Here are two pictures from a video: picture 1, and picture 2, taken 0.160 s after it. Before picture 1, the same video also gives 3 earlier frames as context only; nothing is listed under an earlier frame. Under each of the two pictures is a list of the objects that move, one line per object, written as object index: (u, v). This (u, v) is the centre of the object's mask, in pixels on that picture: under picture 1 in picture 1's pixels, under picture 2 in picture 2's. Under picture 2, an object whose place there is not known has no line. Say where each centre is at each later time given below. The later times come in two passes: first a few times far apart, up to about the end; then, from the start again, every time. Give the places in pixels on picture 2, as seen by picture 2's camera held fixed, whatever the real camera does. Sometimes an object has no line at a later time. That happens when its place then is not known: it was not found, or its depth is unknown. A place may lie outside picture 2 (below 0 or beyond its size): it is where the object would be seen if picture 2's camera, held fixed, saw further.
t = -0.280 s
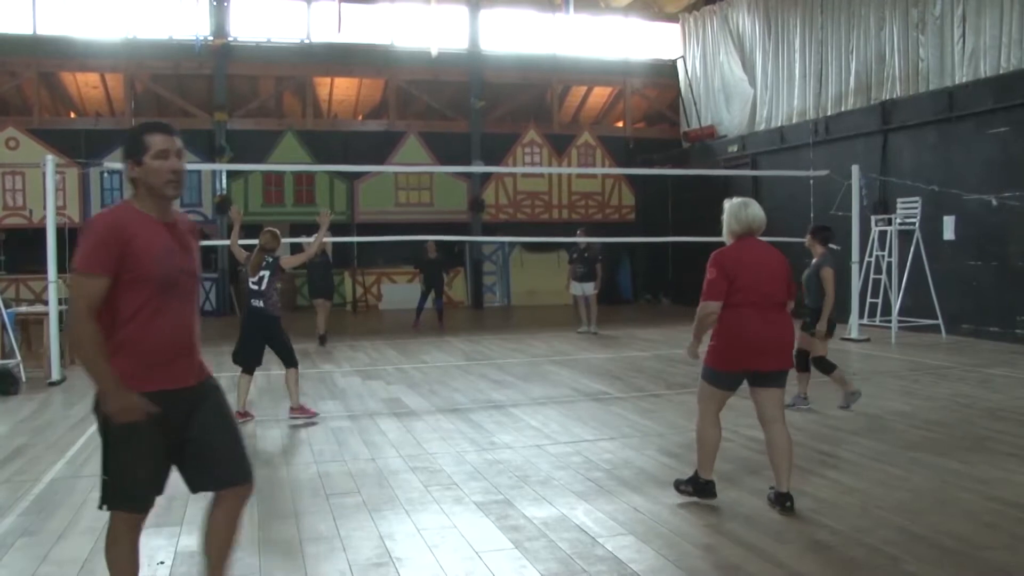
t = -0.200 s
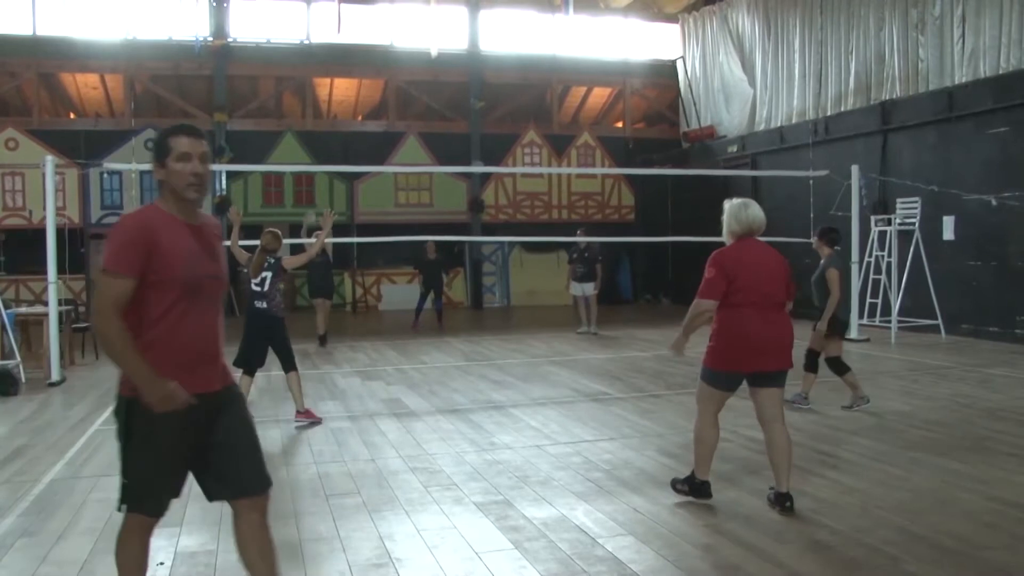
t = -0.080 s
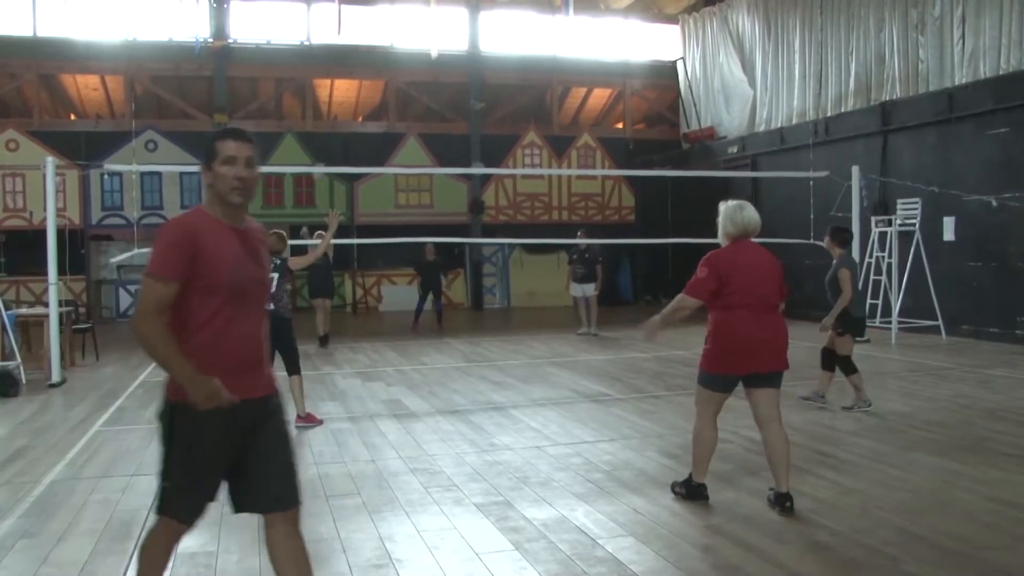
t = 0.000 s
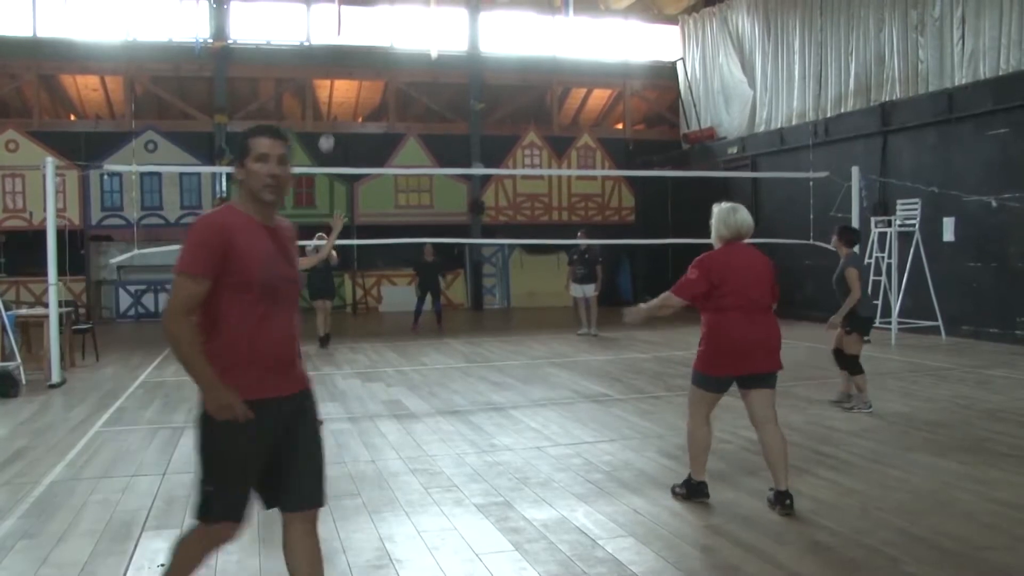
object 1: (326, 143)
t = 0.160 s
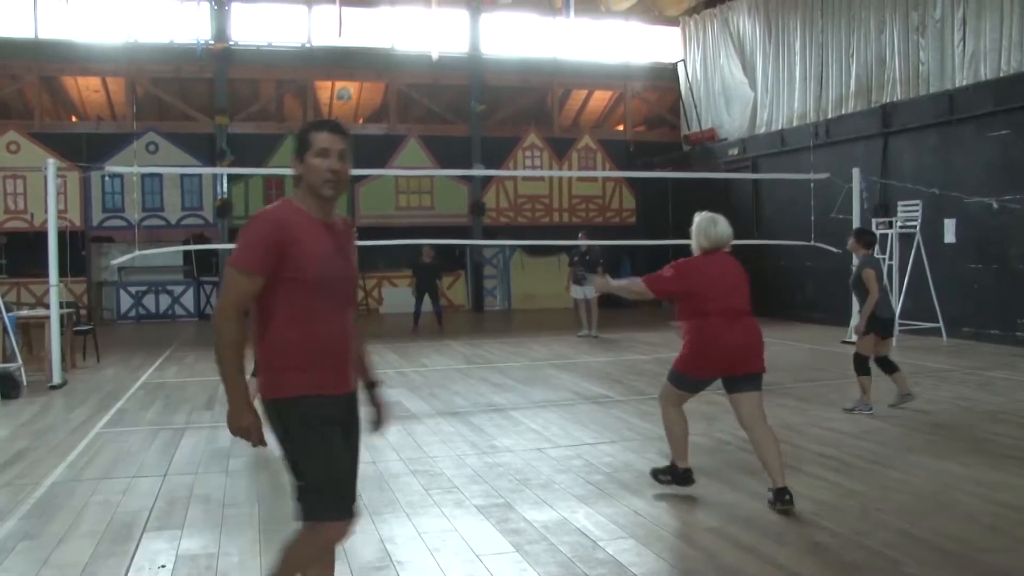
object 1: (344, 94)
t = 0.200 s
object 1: (349, 82)
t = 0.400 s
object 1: (373, 41)
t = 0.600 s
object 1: (404, 30)
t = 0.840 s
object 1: (460, 73)
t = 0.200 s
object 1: (349, 82)
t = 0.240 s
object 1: (353, 71)
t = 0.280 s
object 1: (358, 63)
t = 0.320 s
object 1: (363, 55)
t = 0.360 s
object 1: (368, 47)
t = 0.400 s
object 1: (373, 41)
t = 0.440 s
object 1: (379, 37)
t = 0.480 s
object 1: (384, 34)
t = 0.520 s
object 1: (390, 31)
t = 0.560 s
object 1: (397, 30)
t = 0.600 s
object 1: (404, 30)
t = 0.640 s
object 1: (414, 31)
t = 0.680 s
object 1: (422, 36)
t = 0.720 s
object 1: (431, 43)
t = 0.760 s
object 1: (440, 51)
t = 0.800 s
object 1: (450, 61)
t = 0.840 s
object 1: (460, 73)
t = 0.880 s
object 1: (471, 88)
